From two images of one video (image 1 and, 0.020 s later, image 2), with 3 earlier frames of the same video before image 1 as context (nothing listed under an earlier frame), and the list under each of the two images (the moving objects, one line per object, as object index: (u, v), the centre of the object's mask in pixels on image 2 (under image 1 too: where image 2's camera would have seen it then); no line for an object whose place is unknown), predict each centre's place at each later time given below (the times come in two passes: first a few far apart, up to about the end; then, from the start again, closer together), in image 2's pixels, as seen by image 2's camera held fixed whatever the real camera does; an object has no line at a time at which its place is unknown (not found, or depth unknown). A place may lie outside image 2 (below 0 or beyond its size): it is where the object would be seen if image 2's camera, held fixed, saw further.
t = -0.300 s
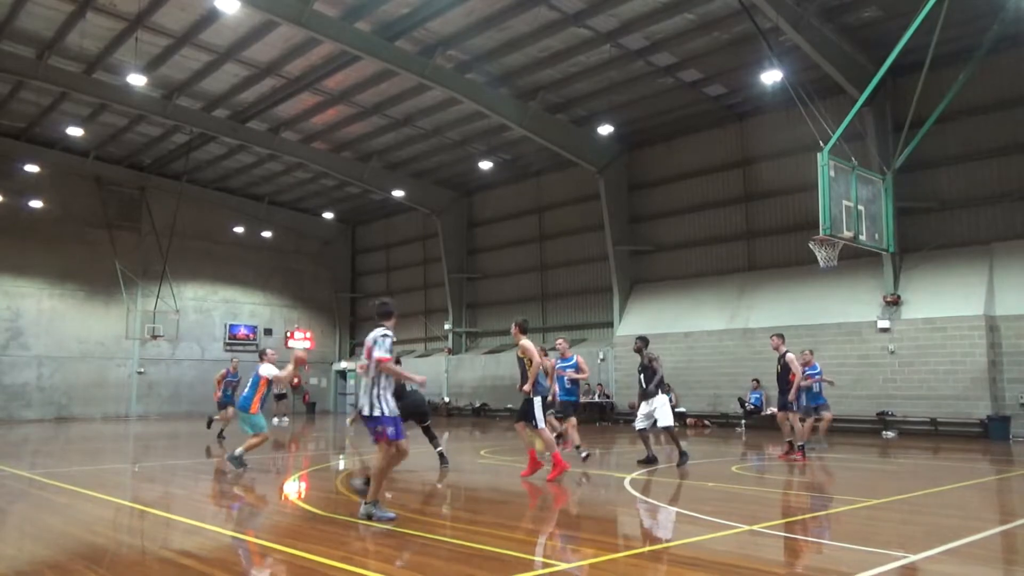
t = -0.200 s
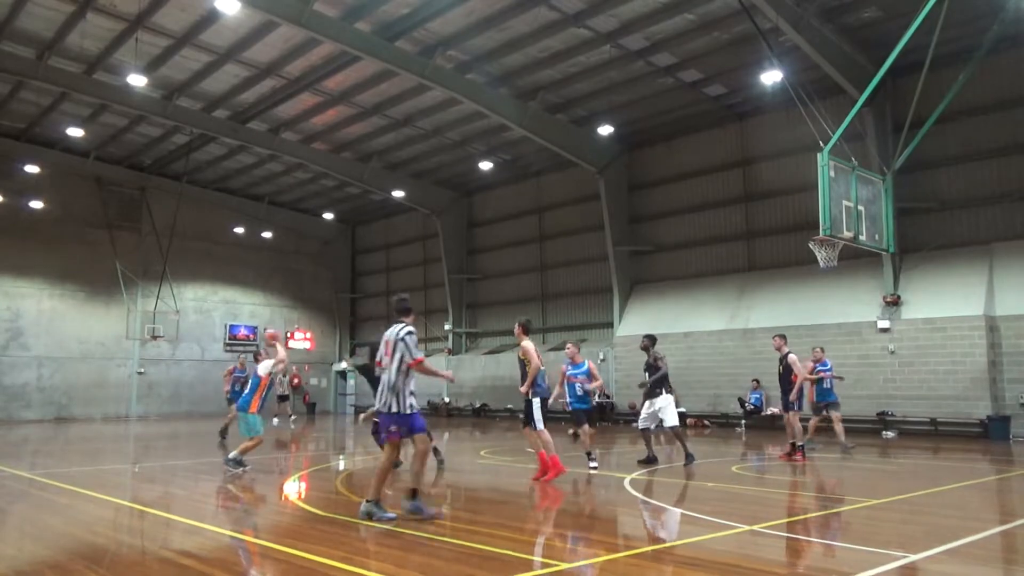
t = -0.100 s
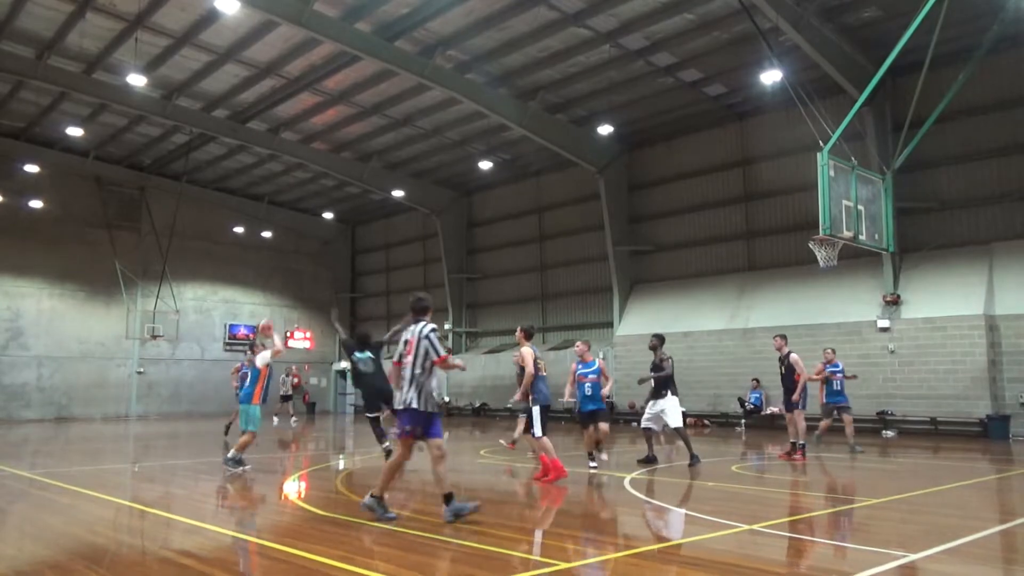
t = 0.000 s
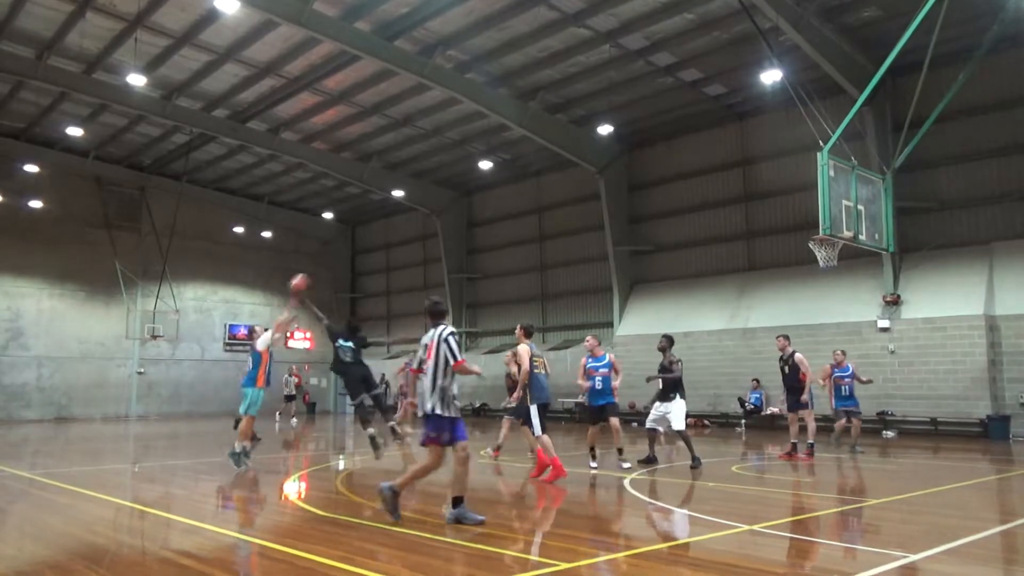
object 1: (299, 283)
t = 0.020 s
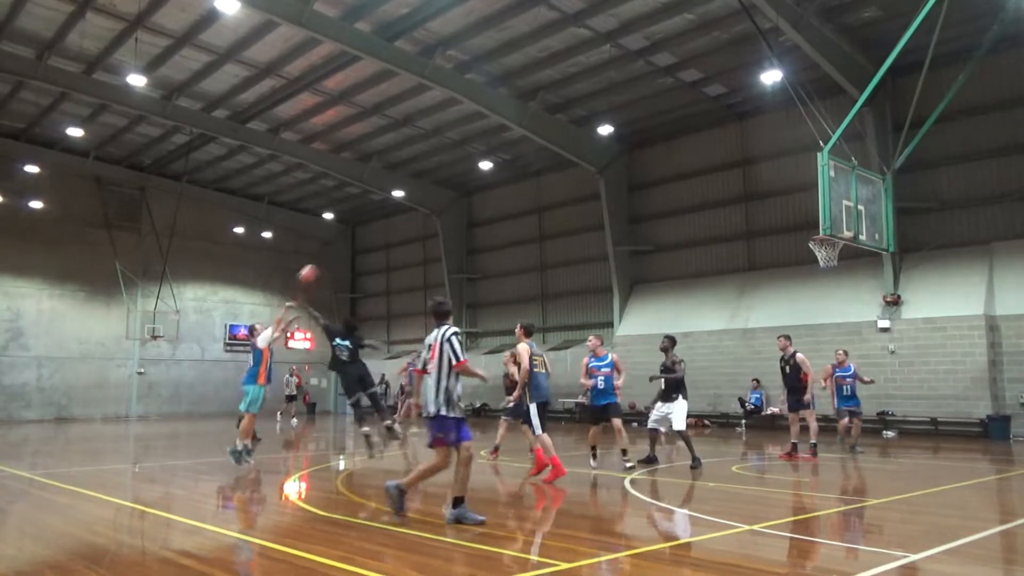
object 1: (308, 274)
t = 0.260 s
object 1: (414, 185)
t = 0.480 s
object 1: (508, 139)
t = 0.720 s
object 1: (608, 127)
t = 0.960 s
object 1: (707, 154)
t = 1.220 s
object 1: (812, 229)
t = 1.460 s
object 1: (855, 290)
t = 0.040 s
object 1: (317, 265)
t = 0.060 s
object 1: (326, 256)
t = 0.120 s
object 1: (353, 232)
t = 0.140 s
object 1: (362, 225)
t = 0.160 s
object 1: (371, 217)
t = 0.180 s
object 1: (379, 211)
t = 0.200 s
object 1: (388, 205)
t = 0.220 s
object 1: (396, 197)
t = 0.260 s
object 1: (414, 185)
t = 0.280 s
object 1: (423, 179)
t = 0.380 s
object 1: (466, 156)
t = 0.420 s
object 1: (483, 148)
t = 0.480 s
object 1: (508, 139)
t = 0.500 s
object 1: (517, 136)
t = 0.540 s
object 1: (534, 132)
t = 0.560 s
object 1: (542, 130)
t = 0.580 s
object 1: (551, 129)
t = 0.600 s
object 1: (559, 128)
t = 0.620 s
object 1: (567, 127)
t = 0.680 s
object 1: (590, 127)
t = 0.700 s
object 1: (597, 126)
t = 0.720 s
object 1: (608, 127)
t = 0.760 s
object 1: (624, 129)
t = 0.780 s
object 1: (632, 131)
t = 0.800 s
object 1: (641, 133)
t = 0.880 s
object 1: (674, 141)
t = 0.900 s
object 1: (682, 144)
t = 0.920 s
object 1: (690, 146)
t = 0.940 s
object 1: (699, 149)
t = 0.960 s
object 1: (707, 154)
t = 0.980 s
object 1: (716, 158)
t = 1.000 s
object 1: (723, 162)
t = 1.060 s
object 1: (748, 177)
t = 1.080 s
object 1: (755, 182)
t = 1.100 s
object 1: (763, 188)
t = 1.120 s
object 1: (772, 194)
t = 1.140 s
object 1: (780, 200)
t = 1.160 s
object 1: (789, 207)
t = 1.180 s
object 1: (798, 214)
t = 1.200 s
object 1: (807, 221)
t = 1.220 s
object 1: (812, 229)
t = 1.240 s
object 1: (820, 238)
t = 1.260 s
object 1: (828, 243)
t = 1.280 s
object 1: (832, 248)
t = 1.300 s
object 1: (834, 255)
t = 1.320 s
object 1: (837, 257)
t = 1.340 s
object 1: (842, 262)
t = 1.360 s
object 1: (844, 264)
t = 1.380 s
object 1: (846, 269)
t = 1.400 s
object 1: (848, 274)
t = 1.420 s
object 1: (851, 280)
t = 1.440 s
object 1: (853, 285)
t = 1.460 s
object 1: (855, 290)
